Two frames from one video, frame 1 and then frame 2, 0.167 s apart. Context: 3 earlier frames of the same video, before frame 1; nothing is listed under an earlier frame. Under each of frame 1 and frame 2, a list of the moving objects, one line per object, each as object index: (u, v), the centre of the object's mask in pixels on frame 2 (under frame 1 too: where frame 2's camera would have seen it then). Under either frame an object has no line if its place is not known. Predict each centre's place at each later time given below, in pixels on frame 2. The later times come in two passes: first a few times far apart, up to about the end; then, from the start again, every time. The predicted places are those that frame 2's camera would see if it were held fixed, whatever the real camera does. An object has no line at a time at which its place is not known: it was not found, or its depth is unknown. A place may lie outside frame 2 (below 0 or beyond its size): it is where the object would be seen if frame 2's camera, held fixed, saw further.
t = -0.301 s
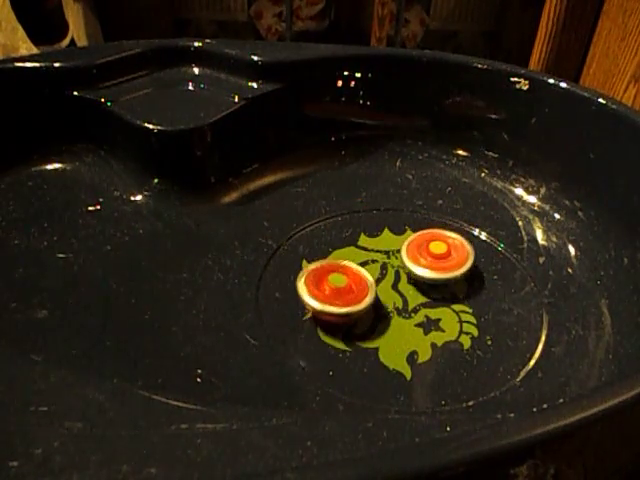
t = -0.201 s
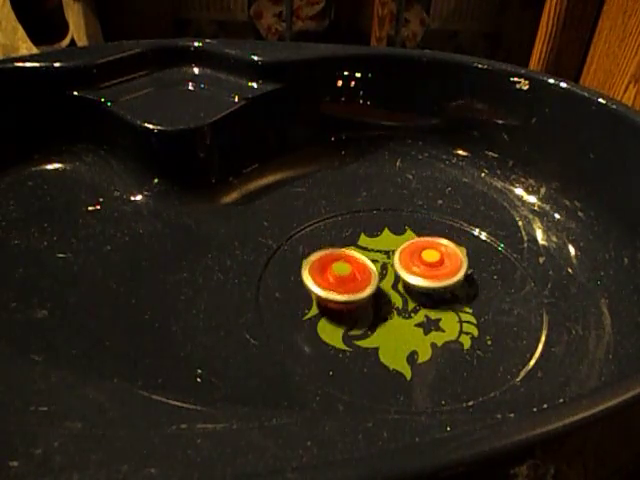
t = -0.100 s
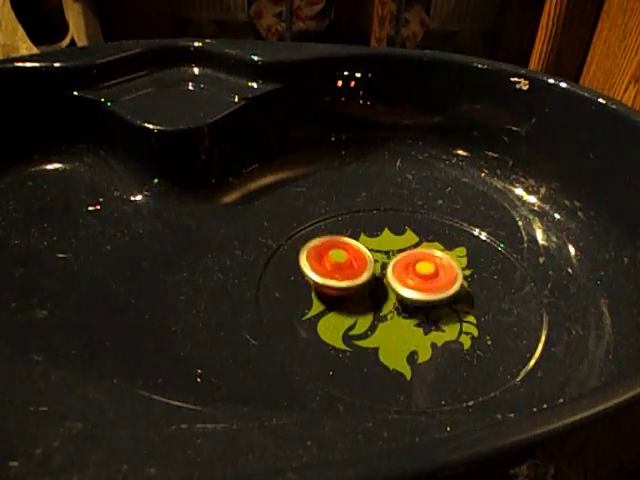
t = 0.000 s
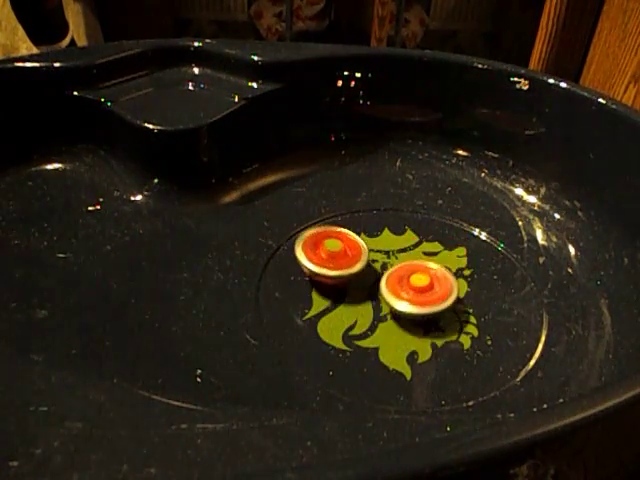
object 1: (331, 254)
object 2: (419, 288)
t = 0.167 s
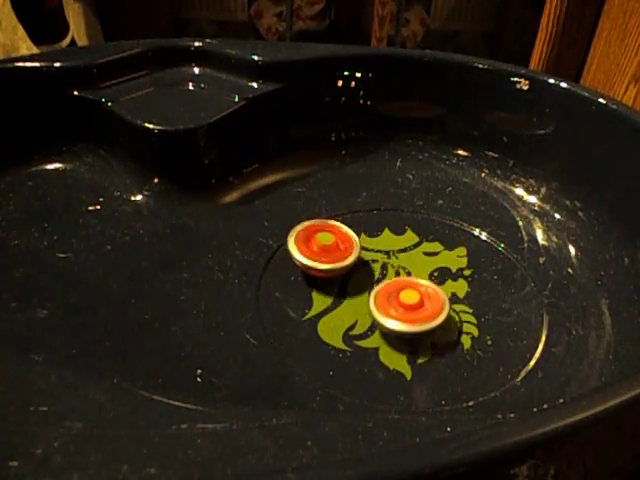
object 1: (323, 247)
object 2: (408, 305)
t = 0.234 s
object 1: (323, 248)
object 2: (405, 310)
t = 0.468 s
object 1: (343, 256)
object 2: (396, 323)
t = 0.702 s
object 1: (389, 252)
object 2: (390, 307)
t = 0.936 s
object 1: (391, 219)
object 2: (354, 294)
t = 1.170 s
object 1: (362, 234)
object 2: (329, 283)
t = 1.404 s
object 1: (406, 252)
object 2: (316, 302)
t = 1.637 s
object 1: (430, 249)
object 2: (356, 298)
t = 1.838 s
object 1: (453, 234)
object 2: (349, 284)
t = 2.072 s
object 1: (432, 203)
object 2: (347, 265)
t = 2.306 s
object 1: (405, 234)
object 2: (337, 260)
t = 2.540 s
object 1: (454, 270)
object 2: (341, 271)
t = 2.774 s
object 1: (478, 276)
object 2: (364, 267)
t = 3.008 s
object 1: (443, 281)
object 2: (367, 258)
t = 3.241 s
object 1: (407, 309)
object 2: (355, 265)
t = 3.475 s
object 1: (416, 339)
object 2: (355, 264)
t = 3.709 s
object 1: (405, 318)
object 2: (368, 264)
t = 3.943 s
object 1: (388, 321)
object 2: (350, 233)
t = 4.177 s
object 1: (358, 301)
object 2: (333, 235)
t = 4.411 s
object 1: (333, 303)
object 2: (341, 247)
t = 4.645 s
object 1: (340, 309)
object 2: (379, 261)
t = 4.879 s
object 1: (363, 293)
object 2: (424, 265)
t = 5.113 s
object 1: (348, 263)
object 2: (442, 259)
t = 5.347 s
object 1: (326, 252)
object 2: (422, 256)
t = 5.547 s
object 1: (313, 257)
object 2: (410, 271)
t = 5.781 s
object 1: (309, 280)
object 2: (428, 294)
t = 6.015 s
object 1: (345, 273)
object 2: (454, 303)
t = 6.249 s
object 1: (317, 252)
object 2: (465, 286)
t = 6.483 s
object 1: (316, 256)
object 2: (416, 271)
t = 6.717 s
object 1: (286, 258)
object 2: (390, 272)
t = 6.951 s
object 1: (263, 283)
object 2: (385, 268)
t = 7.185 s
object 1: (289, 295)
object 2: (406, 260)
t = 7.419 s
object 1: (336, 270)
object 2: (409, 253)
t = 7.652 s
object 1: (326, 240)
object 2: (411, 252)
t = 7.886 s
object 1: (325, 238)
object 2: (396, 266)
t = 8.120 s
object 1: (310, 238)
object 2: (423, 297)
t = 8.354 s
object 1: (344, 257)
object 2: (432, 315)
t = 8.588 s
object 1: (403, 256)
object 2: (415, 311)
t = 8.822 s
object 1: (425, 240)
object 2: (383, 296)
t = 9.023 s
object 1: (405, 243)
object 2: (357, 279)
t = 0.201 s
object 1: (323, 247)
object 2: (406, 308)
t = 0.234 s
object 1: (323, 248)
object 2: (405, 310)
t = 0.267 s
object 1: (323, 248)
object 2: (403, 313)
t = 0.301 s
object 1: (325, 249)
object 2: (401, 315)
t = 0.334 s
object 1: (327, 250)
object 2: (399, 317)
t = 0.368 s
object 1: (329, 251)
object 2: (398, 319)
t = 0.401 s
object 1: (333, 253)
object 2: (397, 321)
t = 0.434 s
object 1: (337, 254)
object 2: (396, 322)
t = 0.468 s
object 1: (343, 256)
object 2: (396, 323)
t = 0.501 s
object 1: (349, 256)
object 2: (396, 323)
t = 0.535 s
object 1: (356, 257)
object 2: (396, 322)
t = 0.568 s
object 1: (362, 257)
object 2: (397, 321)
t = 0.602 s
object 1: (369, 257)
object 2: (396, 318)
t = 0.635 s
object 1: (376, 256)
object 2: (395, 315)
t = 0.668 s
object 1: (383, 254)
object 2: (392, 311)
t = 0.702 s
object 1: (389, 252)
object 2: (390, 307)
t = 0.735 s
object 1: (395, 249)
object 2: (385, 304)
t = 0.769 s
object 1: (399, 244)
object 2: (380, 303)
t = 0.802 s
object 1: (401, 238)
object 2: (374, 301)
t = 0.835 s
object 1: (401, 232)
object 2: (369, 300)
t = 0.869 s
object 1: (399, 227)
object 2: (364, 298)
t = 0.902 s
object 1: (396, 222)
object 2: (359, 295)
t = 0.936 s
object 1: (391, 219)
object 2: (354, 294)
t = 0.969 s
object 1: (386, 218)
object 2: (350, 292)
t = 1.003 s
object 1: (380, 217)
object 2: (346, 290)
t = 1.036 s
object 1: (375, 219)
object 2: (342, 288)
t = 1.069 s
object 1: (370, 221)
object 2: (338, 286)
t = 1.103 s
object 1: (366, 224)
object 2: (335, 285)
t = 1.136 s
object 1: (363, 229)
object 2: (332, 284)
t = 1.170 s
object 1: (362, 234)
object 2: (329, 283)
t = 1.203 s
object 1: (364, 239)
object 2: (324, 284)
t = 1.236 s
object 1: (371, 242)
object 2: (318, 288)
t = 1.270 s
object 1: (378, 245)
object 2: (315, 291)
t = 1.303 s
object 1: (385, 248)
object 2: (313, 294)
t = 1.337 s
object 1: (392, 250)
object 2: (313, 297)
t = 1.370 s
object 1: (400, 251)
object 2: (314, 299)
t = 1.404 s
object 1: (406, 252)
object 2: (316, 302)
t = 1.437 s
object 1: (412, 252)
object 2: (319, 303)
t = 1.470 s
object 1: (419, 252)
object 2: (324, 304)
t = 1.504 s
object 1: (423, 251)
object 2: (330, 305)
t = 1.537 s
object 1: (427, 250)
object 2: (336, 304)
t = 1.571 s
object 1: (429, 249)
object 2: (343, 303)
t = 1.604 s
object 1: (429, 249)
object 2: (350, 301)
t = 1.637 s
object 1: (430, 249)
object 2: (356, 298)
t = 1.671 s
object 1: (430, 249)
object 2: (362, 295)
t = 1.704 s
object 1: (429, 249)
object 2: (367, 291)
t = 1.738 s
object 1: (427, 249)
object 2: (373, 286)
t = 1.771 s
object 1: (432, 246)
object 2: (369, 284)
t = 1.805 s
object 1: (443, 240)
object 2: (359, 286)
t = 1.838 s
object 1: (453, 234)
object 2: (349, 284)
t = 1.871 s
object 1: (459, 226)
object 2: (343, 283)
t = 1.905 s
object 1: (461, 220)
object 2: (341, 280)
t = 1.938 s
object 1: (461, 213)
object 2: (341, 278)
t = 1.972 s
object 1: (458, 207)
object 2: (343, 275)
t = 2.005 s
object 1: (451, 203)
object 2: (344, 272)
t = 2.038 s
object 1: (441, 203)
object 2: (345, 269)
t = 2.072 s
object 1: (432, 203)
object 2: (347, 265)
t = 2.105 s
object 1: (423, 204)
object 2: (348, 263)
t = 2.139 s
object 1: (414, 207)
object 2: (349, 260)
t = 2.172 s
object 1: (407, 212)
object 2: (350, 257)
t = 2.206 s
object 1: (401, 218)
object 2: (350, 255)
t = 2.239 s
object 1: (400, 223)
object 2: (346, 256)
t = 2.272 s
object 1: (402, 228)
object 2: (340, 258)
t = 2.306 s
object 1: (405, 234)
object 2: (337, 260)
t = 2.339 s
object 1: (409, 239)
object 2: (334, 261)
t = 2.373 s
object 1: (414, 245)
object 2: (332, 263)
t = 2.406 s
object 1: (421, 251)
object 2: (332, 265)
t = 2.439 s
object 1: (429, 257)
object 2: (333, 267)
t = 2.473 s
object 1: (437, 262)
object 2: (335, 269)
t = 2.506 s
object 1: (446, 267)
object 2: (338, 270)
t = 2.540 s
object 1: (454, 270)
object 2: (341, 271)
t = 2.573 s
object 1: (462, 273)
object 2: (344, 271)
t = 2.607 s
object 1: (469, 275)
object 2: (348, 271)
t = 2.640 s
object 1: (474, 276)
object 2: (352, 271)
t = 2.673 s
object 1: (477, 276)
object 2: (355, 270)
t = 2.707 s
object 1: (479, 276)
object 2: (358, 269)
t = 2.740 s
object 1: (479, 276)
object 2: (361, 268)
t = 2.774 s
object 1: (478, 276)
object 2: (364, 267)
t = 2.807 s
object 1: (476, 275)
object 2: (367, 266)
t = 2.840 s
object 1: (472, 275)
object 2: (369, 265)
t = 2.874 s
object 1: (468, 275)
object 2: (371, 263)
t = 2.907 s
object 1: (463, 276)
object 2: (372, 262)
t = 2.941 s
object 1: (456, 277)
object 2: (372, 261)
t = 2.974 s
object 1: (448, 279)
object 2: (371, 259)
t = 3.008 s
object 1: (443, 281)
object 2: (367, 258)
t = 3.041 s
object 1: (437, 284)
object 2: (363, 257)
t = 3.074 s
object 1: (432, 288)
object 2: (359, 256)
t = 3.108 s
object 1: (426, 292)
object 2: (356, 258)
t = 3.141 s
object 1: (421, 296)
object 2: (354, 259)
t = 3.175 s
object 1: (416, 301)
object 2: (353, 261)
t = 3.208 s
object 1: (412, 305)
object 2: (354, 263)
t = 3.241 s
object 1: (407, 309)
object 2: (355, 265)
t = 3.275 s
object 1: (406, 316)
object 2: (355, 264)
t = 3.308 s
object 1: (406, 322)
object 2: (355, 263)
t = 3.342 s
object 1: (407, 328)
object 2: (355, 263)
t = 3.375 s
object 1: (409, 332)
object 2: (355, 263)
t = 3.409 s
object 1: (411, 336)
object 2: (355, 263)
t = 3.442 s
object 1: (414, 338)
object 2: (355, 263)
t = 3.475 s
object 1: (416, 339)
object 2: (355, 264)
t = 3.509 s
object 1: (417, 338)
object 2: (356, 264)
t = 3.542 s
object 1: (418, 337)
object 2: (357, 264)
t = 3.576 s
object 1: (417, 334)
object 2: (359, 264)
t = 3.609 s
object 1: (416, 330)
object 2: (361, 264)
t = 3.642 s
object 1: (414, 326)
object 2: (363, 265)
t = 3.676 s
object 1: (410, 322)
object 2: (366, 265)
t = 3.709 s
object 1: (405, 318)
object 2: (368, 264)
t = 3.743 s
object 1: (401, 318)
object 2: (368, 259)
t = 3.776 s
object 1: (399, 321)
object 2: (366, 251)
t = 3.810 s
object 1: (396, 322)
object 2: (363, 245)
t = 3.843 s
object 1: (394, 322)
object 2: (360, 241)
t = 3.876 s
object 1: (392, 322)
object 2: (356, 238)
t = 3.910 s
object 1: (390, 322)
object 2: (353, 235)
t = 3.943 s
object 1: (388, 321)
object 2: (350, 233)
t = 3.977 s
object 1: (385, 319)
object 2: (347, 231)
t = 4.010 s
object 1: (381, 317)
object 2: (344, 230)
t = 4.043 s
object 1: (377, 314)
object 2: (342, 230)
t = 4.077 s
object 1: (373, 311)
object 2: (340, 231)
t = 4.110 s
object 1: (369, 308)
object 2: (338, 231)
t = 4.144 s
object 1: (364, 305)
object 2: (335, 233)
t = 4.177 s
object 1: (358, 301)
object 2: (333, 235)
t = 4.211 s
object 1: (351, 297)
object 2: (332, 237)
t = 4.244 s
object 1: (346, 295)
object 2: (331, 240)
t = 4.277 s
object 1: (342, 295)
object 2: (332, 240)
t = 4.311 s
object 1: (338, 298)
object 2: (333, 241)
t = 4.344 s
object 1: (336, 300)
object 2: (335, 242)
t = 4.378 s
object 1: (334, 302)
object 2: (337, 244)
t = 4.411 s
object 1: (333, 303)
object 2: (341, 247)
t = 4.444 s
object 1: (333, 304)
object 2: (345, 249)
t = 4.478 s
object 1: (334, 305)
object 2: (349, 252)
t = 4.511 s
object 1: (335, 305)
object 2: (354, 254)
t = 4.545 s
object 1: (336, 306)
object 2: (360, 256)
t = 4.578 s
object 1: (337, 307)
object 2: (365, 257)
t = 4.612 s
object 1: (338, 308)
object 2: (372, 259)
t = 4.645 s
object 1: (340, 309)
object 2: (379, 261)
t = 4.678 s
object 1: (343, 309)
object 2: (385, 262)
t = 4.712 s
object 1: (346, 308)
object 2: (393, 264)
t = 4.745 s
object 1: (350, 307)
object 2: (399, 265)
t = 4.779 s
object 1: (353, 305)
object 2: (406, 265)
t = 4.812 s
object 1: (357, 301)
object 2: (412, 266)
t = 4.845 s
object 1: (360, 298)
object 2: (418, 265)
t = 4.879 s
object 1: (363, 293)
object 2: (424, 265)
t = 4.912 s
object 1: (363, 289)
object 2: (428, 264)
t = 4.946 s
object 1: (362, 285)
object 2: (433, 263)
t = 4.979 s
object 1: (360, 280)
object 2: (437, 262)
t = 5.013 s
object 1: (358, 275)
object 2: (439, 261)
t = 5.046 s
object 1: (355, 270)
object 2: (441, 260)
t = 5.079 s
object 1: (352, 266)
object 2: (442, 259)
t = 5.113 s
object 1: (348, 263)
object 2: (442, 259)
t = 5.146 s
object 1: (345, 260)
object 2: (441, 258)
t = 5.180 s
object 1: (340, 256)
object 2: (440, 257)
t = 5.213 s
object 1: (336, 254)
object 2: (439, 256)
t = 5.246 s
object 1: (333, 253)
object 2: (436, 255)
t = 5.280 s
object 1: (330, 252)
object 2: (432, 255)
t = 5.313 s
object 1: (327, 252)
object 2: (427, 255)
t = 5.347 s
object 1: (326, 252)
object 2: (422, 256)
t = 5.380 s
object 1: (325, 252)
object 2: (418, 257)
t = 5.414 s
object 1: (324, 253)
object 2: (413, 258)
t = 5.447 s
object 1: (324, 254)
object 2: (408, 260)
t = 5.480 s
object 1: (325, 256)
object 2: (403, 262)
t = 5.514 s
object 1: (321, 256)
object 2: (405, 266)
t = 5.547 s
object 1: (313, 257)
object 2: (410, 271)
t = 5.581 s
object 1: (307, 259)
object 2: (413, 275)
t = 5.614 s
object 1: (301, 262)
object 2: (416, 279)
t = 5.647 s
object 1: (299, 265)
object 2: (418, 283)
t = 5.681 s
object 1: (298, 269)
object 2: (421, 286)
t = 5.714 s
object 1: (300, 273)
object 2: (423, 288)
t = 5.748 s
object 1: (304, 277)
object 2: (426, 291)
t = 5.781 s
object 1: (309, 280)
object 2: (428, 294)
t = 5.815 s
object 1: (316, 283)
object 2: (430, 295)
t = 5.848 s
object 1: (324, 285)
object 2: (431, 297)
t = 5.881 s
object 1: (333, 286)
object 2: (432, 298)
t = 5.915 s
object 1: (342, 285)
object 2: (432, 298)
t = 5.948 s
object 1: (351, 284)
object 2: (435, 299)
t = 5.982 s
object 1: (350, 279)
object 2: (446, 302)
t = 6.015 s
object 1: (345, 273)
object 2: (454, 303)
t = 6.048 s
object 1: (342, 268)
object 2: (460, 302)
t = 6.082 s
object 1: (337, 264)
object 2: (464, 301)
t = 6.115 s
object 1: (332, 260)
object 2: (468, 299)
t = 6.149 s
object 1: (328, 256)
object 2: (470, 296)
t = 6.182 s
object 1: (324, 254)
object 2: (471, 292)
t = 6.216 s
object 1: (320, 253)
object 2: (469, 289)
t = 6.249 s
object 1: (317, 252)
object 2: (465, 286)
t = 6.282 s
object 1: (315, 251)
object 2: (460, 282)
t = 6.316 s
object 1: (313, 251)
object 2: (454, 280)
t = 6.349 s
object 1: (312, 251)
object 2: (447, 277)
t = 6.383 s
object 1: (312, 252)
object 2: (440, 275)
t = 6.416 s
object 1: (313, 253)
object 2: (432, 273)
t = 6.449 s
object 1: (314, 254)
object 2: (423, 272)
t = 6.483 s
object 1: (316, 256)
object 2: (416, 271)
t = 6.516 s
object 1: (320, 258)
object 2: (408, 270)
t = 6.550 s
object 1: (323, 258)
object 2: (401, 269)
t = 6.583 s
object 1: (318, 259)
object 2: (401, 270)
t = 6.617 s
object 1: (310, 256)
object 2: (403, 272)
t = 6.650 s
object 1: (300, 256)
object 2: (402, 272)
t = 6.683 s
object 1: (293, 256)
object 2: (397, 272)
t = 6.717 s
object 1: (286, 258)
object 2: (390, 272)
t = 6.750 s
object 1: (281, 260)
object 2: (383, 271)
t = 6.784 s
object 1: (278, 264)
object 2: (375, 271)
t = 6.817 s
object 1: (277, 267)
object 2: (370, 270)
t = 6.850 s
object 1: (278, 272)
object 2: (362, 270)
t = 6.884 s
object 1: (277, 275)
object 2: (360, 269)
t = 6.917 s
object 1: (266, 279)
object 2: (374, 269)
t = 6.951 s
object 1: (263, 283)
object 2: (385, 268)
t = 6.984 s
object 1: (268, 288)
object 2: (390, 267)
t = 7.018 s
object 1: (273, 292)
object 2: (392, 266)
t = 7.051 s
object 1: (276, 294)
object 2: (395, 265)
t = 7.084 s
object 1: (278, 295)
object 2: (399, 264)
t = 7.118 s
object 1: (280, 295)
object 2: (401, 263)
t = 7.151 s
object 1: (283, 295)
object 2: (404, 262)
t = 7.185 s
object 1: (289, 295)
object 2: (406, 260)
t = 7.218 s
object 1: (295, 294)
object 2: (409, 258)
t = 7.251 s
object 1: (302, 292)
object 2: (410, 257)
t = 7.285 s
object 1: (310, 289)
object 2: (411, 256)
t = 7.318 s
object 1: (318, 284)
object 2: (411, 255)
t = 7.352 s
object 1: (324, 280)
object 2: (411, 255)
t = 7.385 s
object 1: (330, 275)
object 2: (410, 254)
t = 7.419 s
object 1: (336, 270)
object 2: (409, 253)
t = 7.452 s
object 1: (338, 264)
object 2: (410, 253)
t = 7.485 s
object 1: (337, 259)
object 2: (413, 252)
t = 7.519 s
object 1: (334, 254)
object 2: (414, 252)
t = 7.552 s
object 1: (332, 249)
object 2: (414, 251)
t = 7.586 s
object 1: (330, 245)
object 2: (413, 251)
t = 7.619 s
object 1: (328, 242)
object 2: (412, 252)
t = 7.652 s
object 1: (326, 240)
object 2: (411, 252)
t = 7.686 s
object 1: (325, 237)
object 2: (408, 253)
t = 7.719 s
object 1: (323, 235)
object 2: (407, 255)
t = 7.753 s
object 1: (323, 235)
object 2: (404, 256)
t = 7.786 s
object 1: (323, 235)
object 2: (402, 258)
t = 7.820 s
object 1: (323, 235)
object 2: (400, 261)
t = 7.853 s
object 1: (324, 237)
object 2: (398, 264)
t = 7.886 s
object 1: (325, 238)
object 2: (396, 266)
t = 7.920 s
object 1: (326, 240)
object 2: (396, 270)
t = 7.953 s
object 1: (322, 238)
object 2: (405, 277)
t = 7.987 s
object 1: (318, 236)
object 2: (411, 283)
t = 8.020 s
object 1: (315, 235)
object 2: (415, 287)
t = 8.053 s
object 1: (313, 236)
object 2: (418, 290)
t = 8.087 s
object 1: (311, 237)
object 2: (421, 294)
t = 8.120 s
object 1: (310, 238)
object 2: (423, 297)
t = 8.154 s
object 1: (311, 240)
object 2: (426, 300)
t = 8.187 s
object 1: (313, 243)
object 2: (428, 303)
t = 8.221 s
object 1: (316, 246)
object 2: (430, 306)
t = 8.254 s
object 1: (321, 250)
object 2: (431, 309)
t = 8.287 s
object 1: (327, 252)
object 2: (432, 311)
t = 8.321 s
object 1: (335, 255)
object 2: (432, 313)
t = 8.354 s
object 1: (344, 257)
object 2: (432, 315)
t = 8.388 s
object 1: (352, 259)
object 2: (430, 315)
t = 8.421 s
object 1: (361, 260)
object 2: (429, 316)
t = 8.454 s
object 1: (371, 260)
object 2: (427, 315)
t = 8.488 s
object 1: (379, 260)
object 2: (425, 315)
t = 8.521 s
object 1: (387, 259)
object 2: (422, 314)
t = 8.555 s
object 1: (396, 258)
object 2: (419, 313)
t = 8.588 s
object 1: (403, 256)
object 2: (415, 311)
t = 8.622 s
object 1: (411, 254)
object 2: (411, 310)
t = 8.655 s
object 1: (417, 252)
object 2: (407, 308)
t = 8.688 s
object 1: (421, 249)
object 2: (402, 305)
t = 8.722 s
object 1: (423, 247)
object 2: (397, 303)
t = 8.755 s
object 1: (425, 244)
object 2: (393, 300)
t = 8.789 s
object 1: (425, 242)
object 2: (388, 298)
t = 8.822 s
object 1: (425, 240)
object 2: (383, 296)
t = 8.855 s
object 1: (422, 239)
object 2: (378, 292)
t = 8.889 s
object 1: (420, 238)
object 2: (374, 290)
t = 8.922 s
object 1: (416, 239)
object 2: (370, 287)
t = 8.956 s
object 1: (412, 240)
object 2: (366, 285)
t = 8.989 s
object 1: (409, 241)
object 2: (361, 282)
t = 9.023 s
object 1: (405, 243)
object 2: (357, 279)
